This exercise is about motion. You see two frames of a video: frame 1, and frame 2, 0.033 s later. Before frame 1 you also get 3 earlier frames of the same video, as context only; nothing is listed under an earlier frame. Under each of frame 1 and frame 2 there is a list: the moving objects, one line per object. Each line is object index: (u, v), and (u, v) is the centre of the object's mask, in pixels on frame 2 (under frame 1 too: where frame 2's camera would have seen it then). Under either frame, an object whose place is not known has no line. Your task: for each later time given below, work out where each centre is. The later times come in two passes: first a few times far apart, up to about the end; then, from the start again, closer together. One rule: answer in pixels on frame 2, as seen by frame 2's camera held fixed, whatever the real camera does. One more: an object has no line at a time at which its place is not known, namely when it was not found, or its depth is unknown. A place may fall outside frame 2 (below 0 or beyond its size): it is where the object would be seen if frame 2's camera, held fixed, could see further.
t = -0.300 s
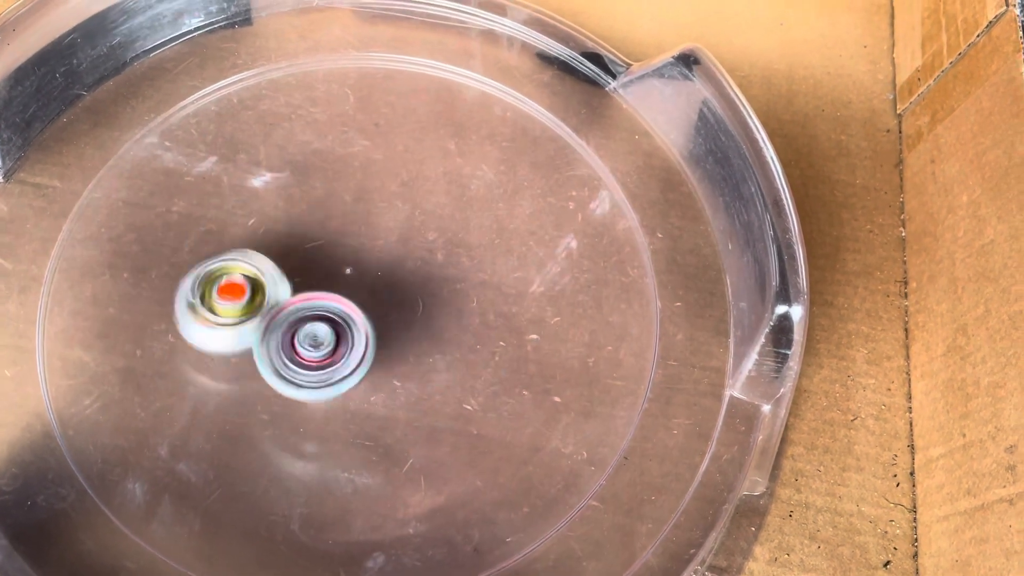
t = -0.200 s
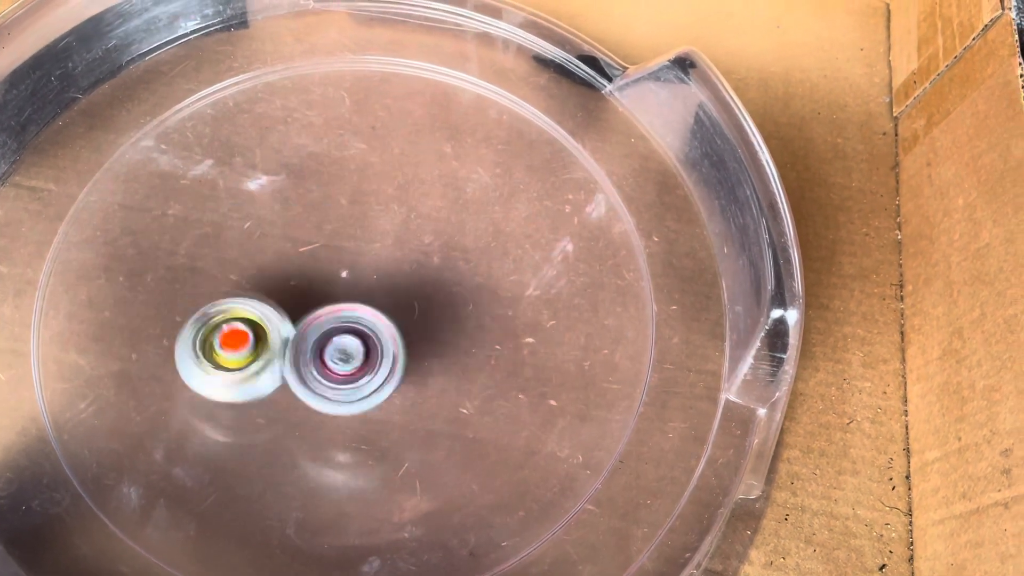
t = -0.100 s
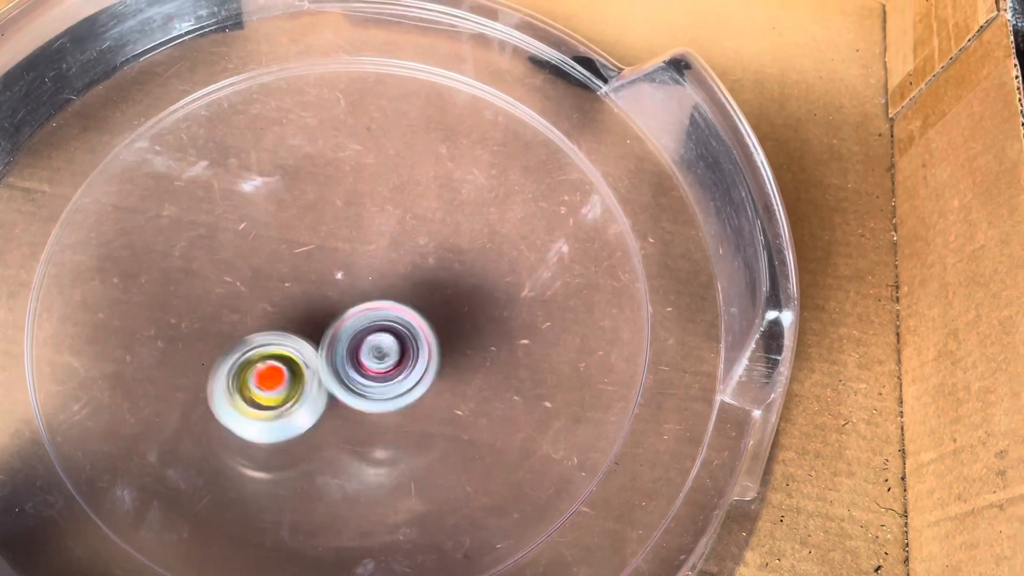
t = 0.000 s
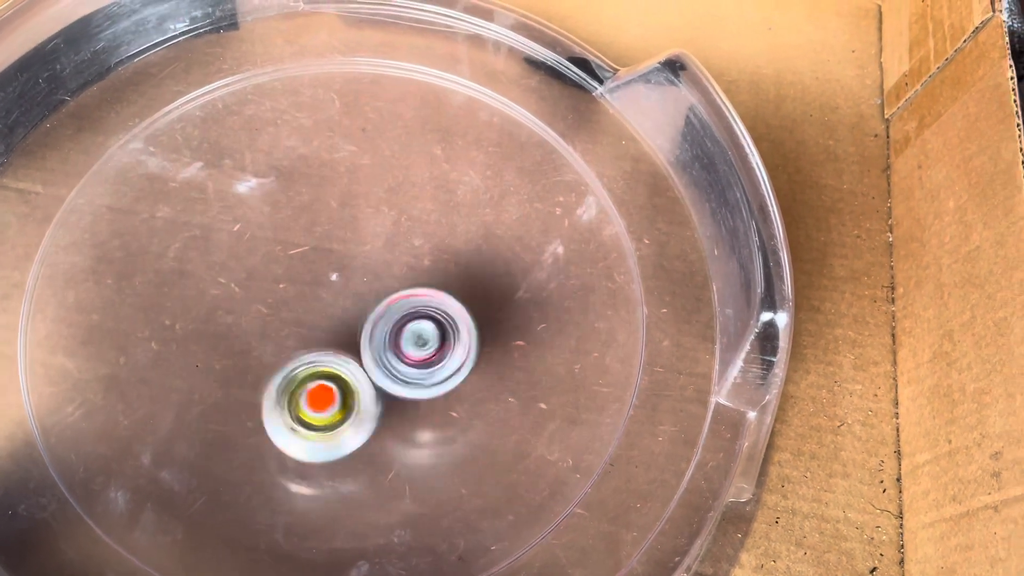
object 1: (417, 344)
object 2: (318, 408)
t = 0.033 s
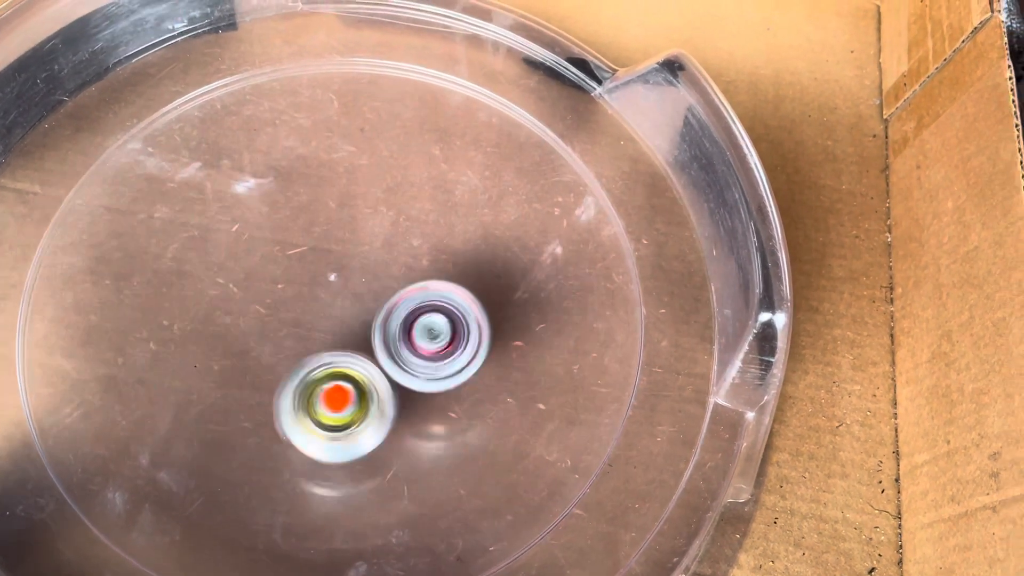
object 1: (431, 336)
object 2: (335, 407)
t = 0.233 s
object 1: (498, 278)
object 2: (445, 371)
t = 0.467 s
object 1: (534, 186)
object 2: (480, 273)
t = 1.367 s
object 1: (476, 397)
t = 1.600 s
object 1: (442, 450)
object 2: (350, 391)
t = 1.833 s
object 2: (431, 341)
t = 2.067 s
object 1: (351, 341)
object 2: (451, 271)
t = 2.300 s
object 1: (303, 266)
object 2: (410, 214)
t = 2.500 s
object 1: (234, 227)
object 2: (385, 232)
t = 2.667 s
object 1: (226, 227)
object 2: (342, 274)
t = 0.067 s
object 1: (444, 329)
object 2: (356, 406)
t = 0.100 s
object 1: (456, 320)
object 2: (377, 402)
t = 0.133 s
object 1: (467, 311)
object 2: (397, 396)
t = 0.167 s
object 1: (479, 301)
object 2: (413, 388)
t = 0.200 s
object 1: (490, 289)
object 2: (429, 381)
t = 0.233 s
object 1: (498, 278)
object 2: (445, 371)
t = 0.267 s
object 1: (507, 264)
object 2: (457, 359)
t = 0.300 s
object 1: (513, 253)
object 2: (467, 346)
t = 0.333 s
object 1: (519, 237)
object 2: (474, 331)
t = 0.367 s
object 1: (527, 223)
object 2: (478, 318)
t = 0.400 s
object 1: (533, 209)
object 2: (479, 303)
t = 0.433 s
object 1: (535, 197)
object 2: (480, 288)
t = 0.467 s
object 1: (534, 186)
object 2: (480, 273)
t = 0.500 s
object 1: (533, 177)
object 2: (478, 258)
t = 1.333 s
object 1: (480, 387)
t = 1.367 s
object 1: (476, 397)
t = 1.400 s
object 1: (470, 406)
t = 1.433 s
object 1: (464, 414)
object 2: (306, 389)
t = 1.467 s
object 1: (455, 420)
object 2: (317, 396)
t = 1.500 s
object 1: (445, 425)
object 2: (332, 403)
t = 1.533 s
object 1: (439, 429)
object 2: (340, 404)
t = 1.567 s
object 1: (444, 442)
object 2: (347, 396)
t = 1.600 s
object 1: (442, 450)
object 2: (350, 391)
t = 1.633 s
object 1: (438, 453)
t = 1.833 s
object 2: (431, 341)
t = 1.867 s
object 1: (390, 417)
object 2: (439, 333)
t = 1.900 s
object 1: (383, 406)
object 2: (444, 324)
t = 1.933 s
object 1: (375, 394)
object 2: (450, 315)
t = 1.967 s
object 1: (367, 381)
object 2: (453, 304)
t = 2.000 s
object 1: (362, 369)
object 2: (455, 292)
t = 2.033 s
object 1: (356, 354)
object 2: (455, 282)
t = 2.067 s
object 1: (351, 341)
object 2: (451, 271)
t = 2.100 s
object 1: (348, 327)
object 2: (448, 260)
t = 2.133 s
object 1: (345, 313)
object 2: (442, 253)
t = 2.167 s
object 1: (342, 300)
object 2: (433, 244)
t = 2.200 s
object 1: (340, 286)
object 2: (427, 236)
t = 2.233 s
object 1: (324, 281)
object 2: (423, 227)
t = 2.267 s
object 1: (311, 275)
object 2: (419, 218)
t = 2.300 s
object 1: (303, 266)
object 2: (410, 214)
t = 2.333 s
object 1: (299, 256)
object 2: (399, 215)
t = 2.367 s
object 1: (294, 246)
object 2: (390, 216)
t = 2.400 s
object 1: (273, 241)
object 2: (389, 216)
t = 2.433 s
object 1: (254, 236)
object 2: (392, 219)
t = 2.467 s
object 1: (241, 230)
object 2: (392, 224)
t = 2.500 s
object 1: (234, 227)
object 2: (385, 232)
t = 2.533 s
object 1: (228, 224)
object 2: (375, 240)
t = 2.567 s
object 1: (224, 223)
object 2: (367, 247)
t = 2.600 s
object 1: (222, 223)
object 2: (360, 255)
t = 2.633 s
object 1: (224, 225)
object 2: (351, 266)
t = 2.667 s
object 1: (226, 227)
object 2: (342, 274)
